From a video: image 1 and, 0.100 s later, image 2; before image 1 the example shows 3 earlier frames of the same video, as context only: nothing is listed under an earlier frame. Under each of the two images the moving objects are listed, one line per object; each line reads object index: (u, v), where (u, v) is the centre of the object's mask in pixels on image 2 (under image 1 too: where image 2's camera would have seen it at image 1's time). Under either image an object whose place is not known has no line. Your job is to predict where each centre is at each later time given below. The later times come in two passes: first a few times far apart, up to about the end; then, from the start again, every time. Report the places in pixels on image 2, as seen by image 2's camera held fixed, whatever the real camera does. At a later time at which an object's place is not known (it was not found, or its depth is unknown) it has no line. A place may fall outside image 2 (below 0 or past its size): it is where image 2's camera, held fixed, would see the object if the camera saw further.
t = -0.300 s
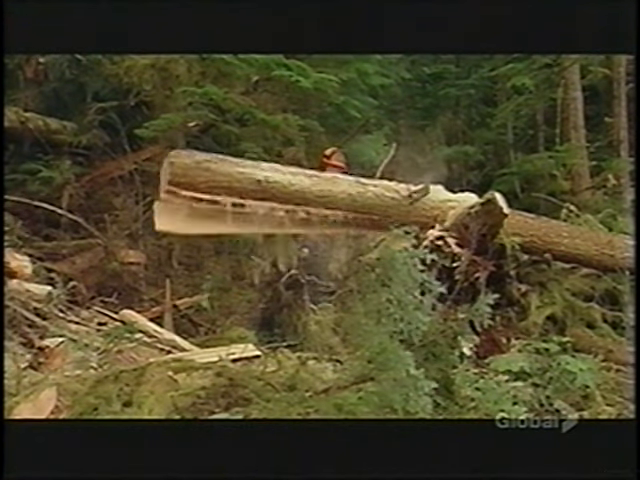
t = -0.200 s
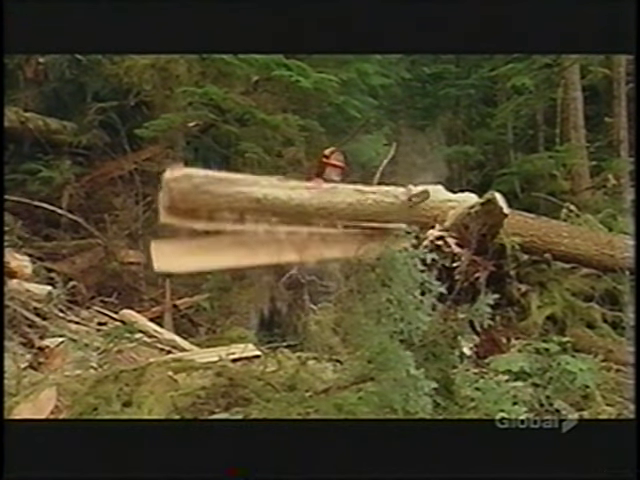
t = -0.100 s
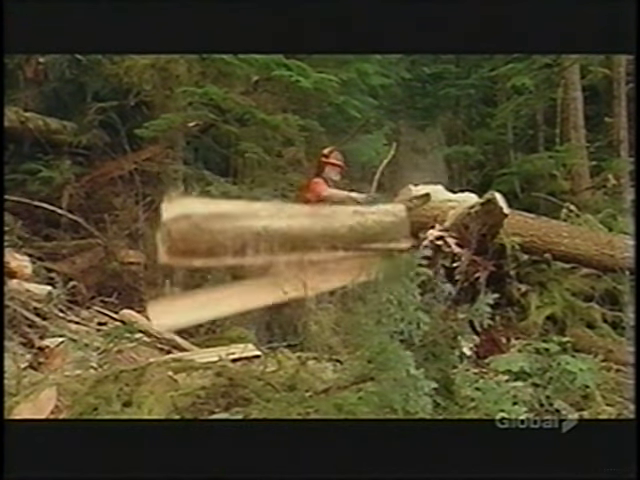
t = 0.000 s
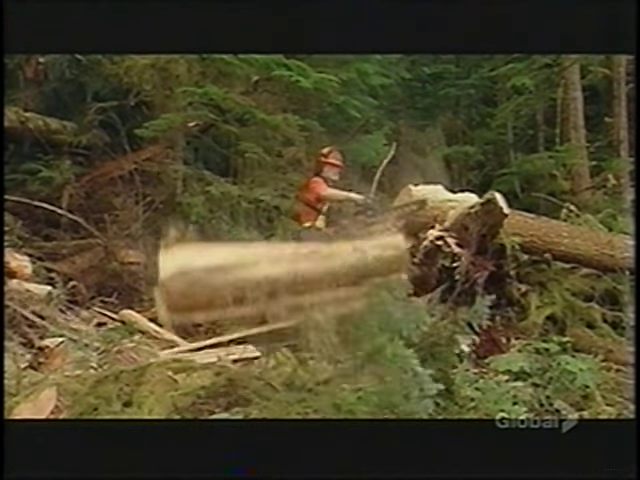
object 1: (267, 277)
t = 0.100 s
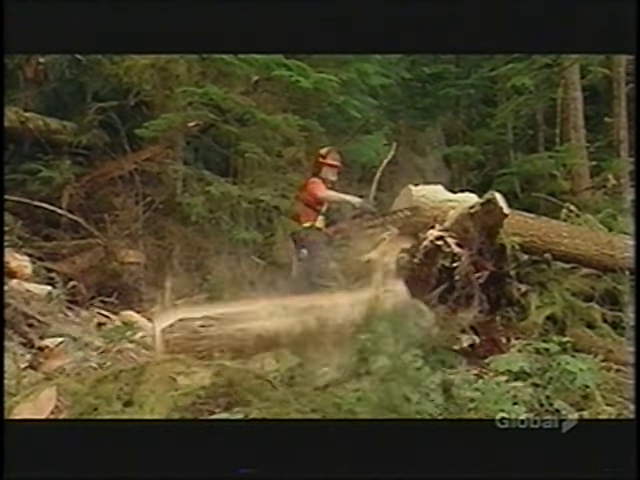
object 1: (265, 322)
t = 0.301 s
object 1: (236, 340)
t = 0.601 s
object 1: (236, 352)
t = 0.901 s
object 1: (238, 352)
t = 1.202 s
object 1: (237, 352)
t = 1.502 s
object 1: (236, 352)
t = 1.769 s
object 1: (236, 351)
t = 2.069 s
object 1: (238, 350)
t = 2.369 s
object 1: (237, 349)
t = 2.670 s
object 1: (238, 349)
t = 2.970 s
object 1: (238, 349)
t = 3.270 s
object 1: (238, 349)
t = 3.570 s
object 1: (239, 349)
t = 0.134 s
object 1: (252, 331)
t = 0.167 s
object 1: (239, 336)
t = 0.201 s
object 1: (231, 337)
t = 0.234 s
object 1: (229, 340)
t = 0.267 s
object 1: (234, 340)
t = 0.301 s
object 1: (236, 340)
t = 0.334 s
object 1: (238, 340)
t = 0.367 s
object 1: (231, 340)
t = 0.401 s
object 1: (234, 341)
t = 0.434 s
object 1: (240, 345)
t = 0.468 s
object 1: (238, 348)
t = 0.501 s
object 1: (235, 349)
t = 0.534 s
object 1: (237, 354)
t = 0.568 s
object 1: (237, 353)
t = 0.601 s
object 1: (236, 352)
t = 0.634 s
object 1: (235, 352)
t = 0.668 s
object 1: (239, 352)
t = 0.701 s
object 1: (238, 352)
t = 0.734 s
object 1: (237, 352)
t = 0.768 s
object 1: (239, 353)
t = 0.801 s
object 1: (239, 352)
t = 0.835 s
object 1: (239, 352)
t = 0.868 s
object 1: (239, 352)
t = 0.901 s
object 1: (238, 352)
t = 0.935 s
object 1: (238, 352)
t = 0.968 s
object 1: (237, 352)
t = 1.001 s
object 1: (238, 352)
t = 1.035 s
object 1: (238, 352)
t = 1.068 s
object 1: (237, 352)
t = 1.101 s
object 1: (237, 352)
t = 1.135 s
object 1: (237, 352)
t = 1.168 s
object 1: (237, 352)
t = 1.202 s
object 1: (237, 352)
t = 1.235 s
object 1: (237, 352)
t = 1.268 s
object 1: (237, 352)
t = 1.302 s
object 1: (236, 352)
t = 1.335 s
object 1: (236, 352)
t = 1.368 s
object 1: (236, 352)
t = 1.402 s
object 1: (236, 352)
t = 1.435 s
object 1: (236, 352)
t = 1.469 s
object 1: (236, 352)
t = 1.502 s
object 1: (236, 352)
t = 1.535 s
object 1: (236, 351)
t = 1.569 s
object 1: (236, 351)
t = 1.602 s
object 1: (236, 351)
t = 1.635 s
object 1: (236, 351)
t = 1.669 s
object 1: (236, 351)
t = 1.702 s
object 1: (236, 351)
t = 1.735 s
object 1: (236, 351)
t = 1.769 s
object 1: (236, 351)
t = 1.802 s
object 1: (236, 351)
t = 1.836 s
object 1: (236, 351)
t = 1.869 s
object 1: (237, 351)
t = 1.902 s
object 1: (237, 350)
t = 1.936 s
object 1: (237, 350)
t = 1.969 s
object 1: (237, 350)
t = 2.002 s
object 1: (237, 350)
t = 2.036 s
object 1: (236, 350)
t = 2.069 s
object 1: (238, 350)
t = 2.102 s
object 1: (237, 350)
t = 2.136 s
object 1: (236, 350)
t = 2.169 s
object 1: (235, 350)
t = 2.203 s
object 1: (237, 350)
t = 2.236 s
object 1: (237, 350)
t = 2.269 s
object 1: (238, 350)
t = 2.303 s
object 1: (237, 350)
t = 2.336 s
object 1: (237, 350)
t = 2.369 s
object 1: (237, 349)
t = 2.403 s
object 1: (238, 349)
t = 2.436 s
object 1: (238, 349)
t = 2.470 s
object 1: (238, 349)
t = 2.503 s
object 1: (238, 350)
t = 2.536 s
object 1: (238, 349)
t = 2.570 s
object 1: (238, 349)
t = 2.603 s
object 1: (238, 349)
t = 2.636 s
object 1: (238, 349)
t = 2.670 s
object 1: (238, 349)
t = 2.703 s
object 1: (238, 349)
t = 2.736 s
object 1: (238, 349)
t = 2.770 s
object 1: (238, 349)
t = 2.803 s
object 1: (238, 349)
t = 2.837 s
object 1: (238, 349)
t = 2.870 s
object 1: (238, 349)
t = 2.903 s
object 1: (238, 349)
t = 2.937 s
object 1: (238, 349)
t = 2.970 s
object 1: (238, 349)
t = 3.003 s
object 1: (238, 349)
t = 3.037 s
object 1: (238, 349)
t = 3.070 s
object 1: (238, 349)
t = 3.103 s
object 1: (238, 349)
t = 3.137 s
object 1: (238, 349)
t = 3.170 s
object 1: (238, 349)
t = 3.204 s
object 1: (238, 349)
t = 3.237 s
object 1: (238, 349)
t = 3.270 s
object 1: (238, 349)
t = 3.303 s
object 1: (239, 349)
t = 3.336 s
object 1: (239, 349)
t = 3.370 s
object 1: (239, 349)
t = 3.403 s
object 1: (239, 349)
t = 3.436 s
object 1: (239, 349)
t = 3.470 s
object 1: (239, 350)
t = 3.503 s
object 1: (239, 350)
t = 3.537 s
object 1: (239, 349)
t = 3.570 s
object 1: (239, 349)
